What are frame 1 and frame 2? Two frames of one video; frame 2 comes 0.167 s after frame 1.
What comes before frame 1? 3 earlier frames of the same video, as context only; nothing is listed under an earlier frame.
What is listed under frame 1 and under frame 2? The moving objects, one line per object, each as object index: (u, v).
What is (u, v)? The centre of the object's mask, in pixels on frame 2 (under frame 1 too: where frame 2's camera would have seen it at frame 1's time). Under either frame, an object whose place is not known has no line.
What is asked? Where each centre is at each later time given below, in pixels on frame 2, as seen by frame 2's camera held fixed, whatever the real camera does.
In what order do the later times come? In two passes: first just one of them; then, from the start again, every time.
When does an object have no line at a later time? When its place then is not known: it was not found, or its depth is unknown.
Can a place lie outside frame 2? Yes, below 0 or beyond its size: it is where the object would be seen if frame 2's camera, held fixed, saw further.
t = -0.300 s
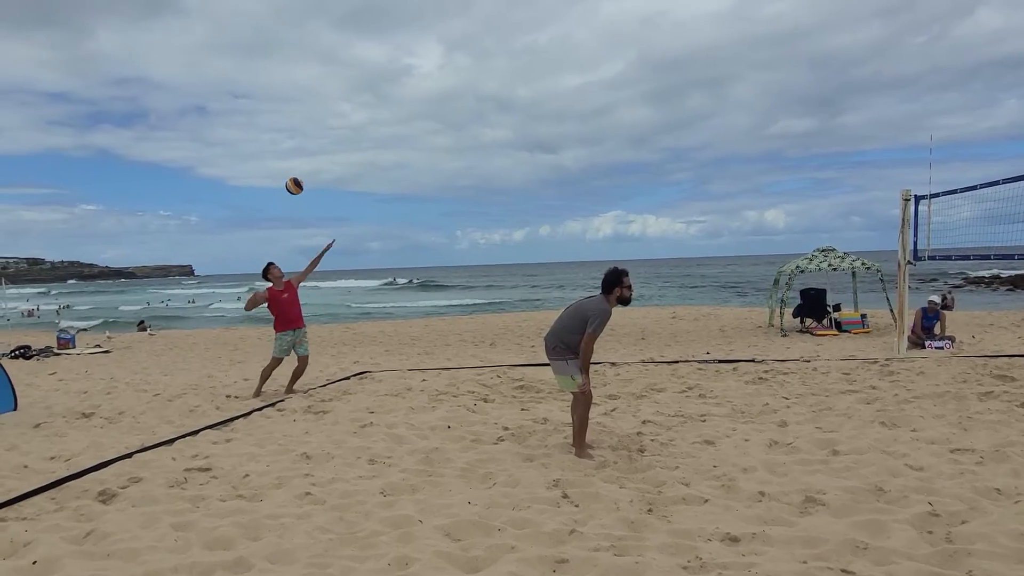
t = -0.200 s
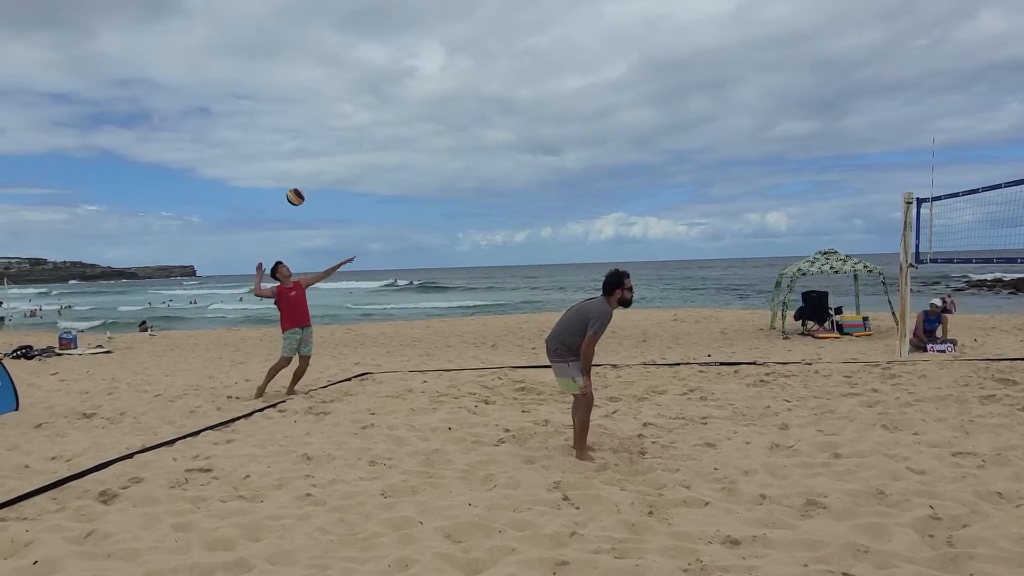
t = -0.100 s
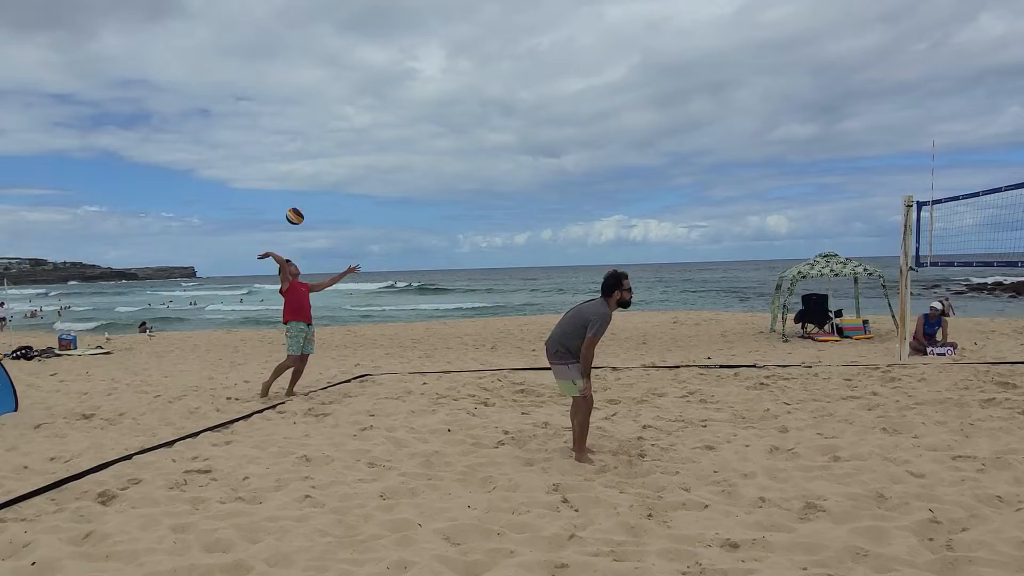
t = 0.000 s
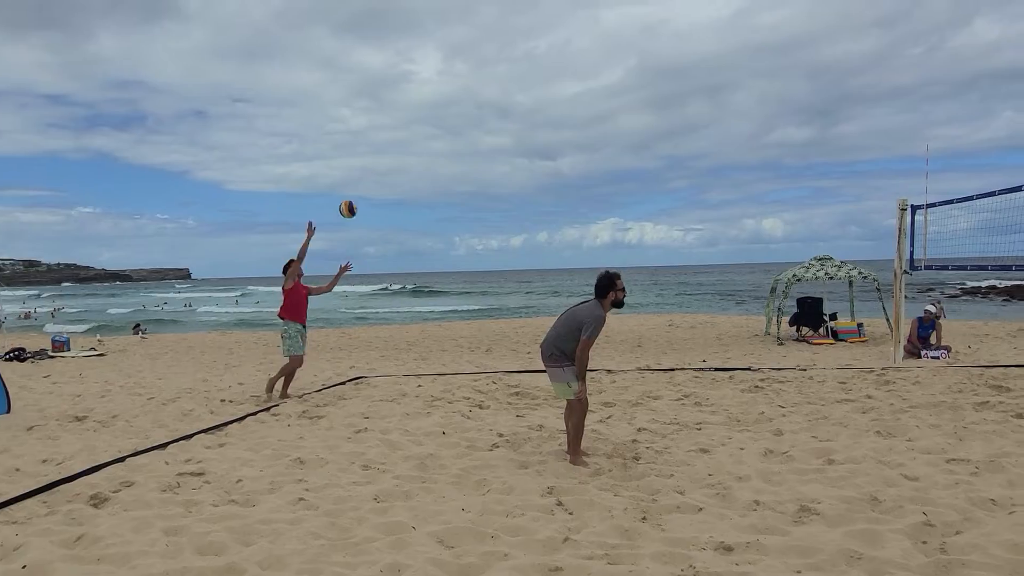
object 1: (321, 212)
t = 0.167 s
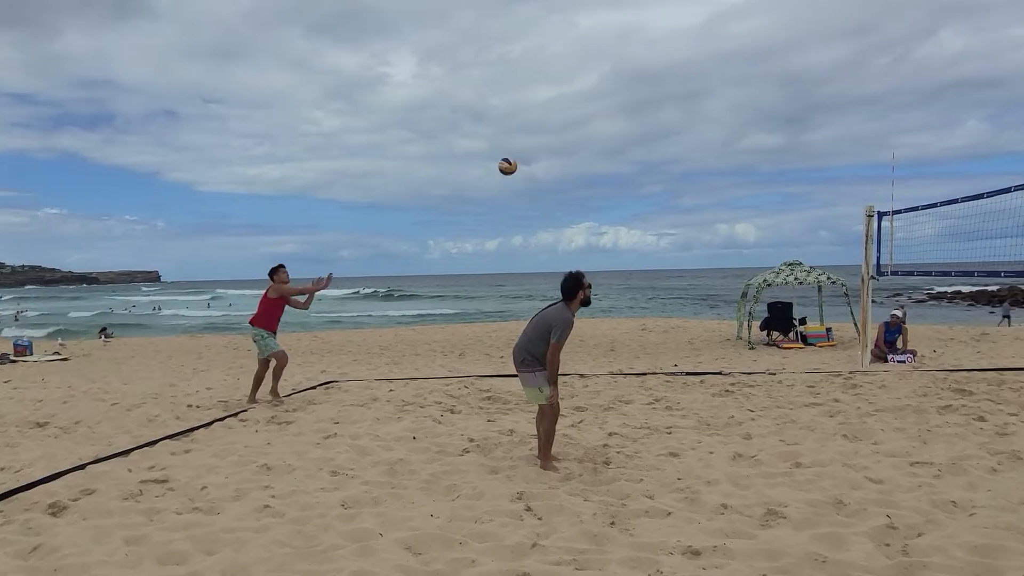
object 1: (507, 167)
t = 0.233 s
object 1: (582, 155)
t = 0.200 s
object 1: (545, 160)
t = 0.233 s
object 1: (582, 155)
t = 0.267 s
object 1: (620, 151)
